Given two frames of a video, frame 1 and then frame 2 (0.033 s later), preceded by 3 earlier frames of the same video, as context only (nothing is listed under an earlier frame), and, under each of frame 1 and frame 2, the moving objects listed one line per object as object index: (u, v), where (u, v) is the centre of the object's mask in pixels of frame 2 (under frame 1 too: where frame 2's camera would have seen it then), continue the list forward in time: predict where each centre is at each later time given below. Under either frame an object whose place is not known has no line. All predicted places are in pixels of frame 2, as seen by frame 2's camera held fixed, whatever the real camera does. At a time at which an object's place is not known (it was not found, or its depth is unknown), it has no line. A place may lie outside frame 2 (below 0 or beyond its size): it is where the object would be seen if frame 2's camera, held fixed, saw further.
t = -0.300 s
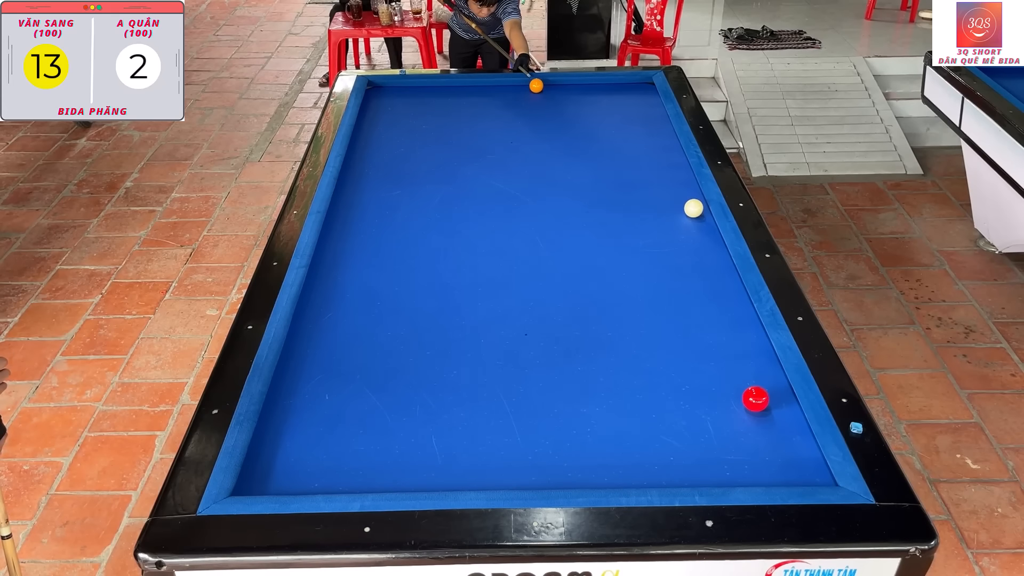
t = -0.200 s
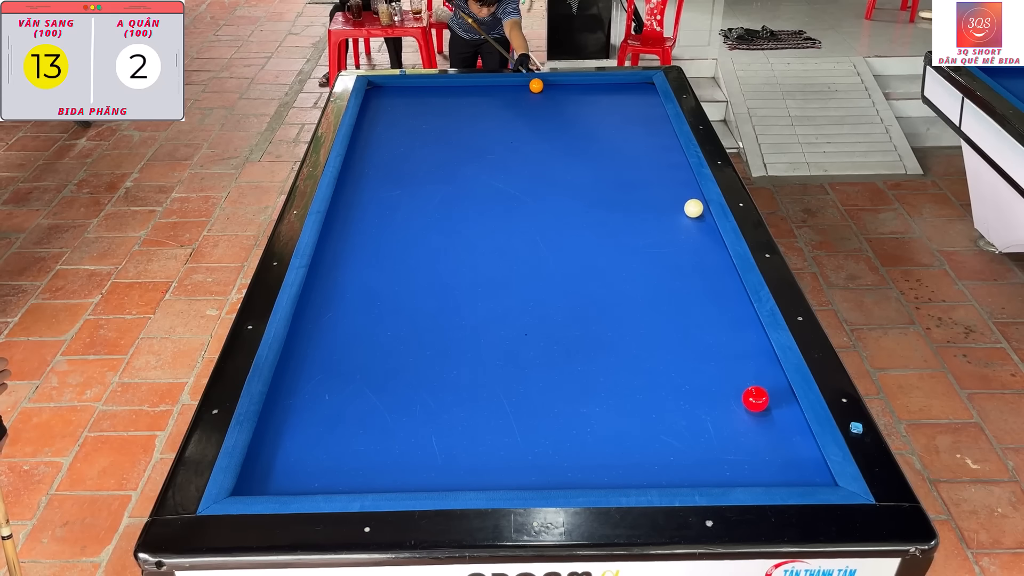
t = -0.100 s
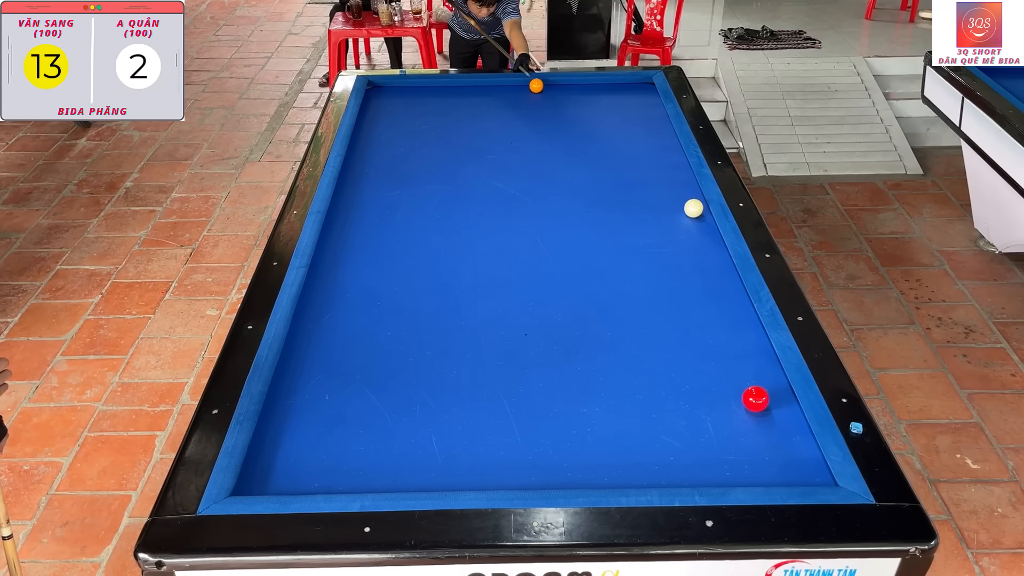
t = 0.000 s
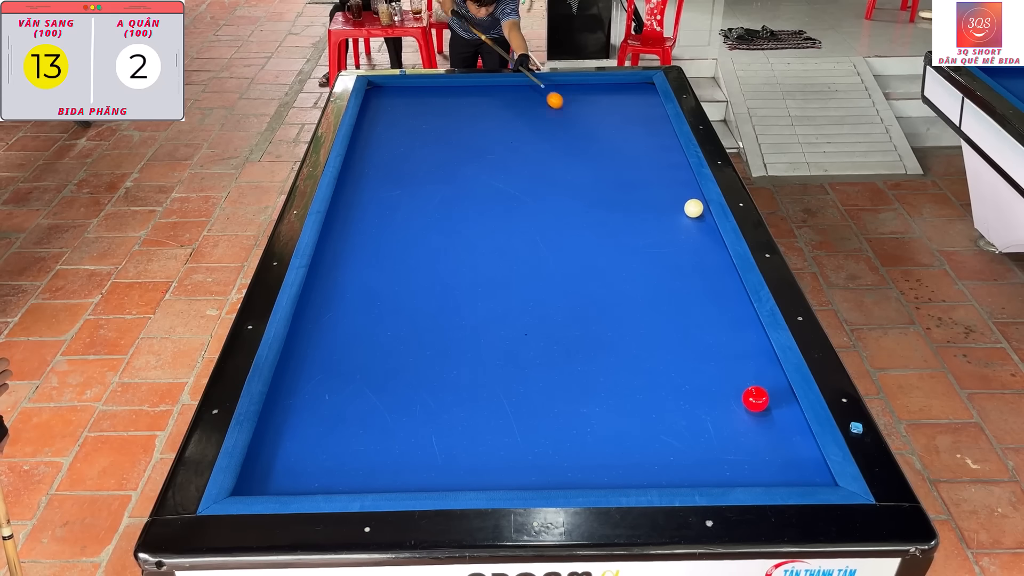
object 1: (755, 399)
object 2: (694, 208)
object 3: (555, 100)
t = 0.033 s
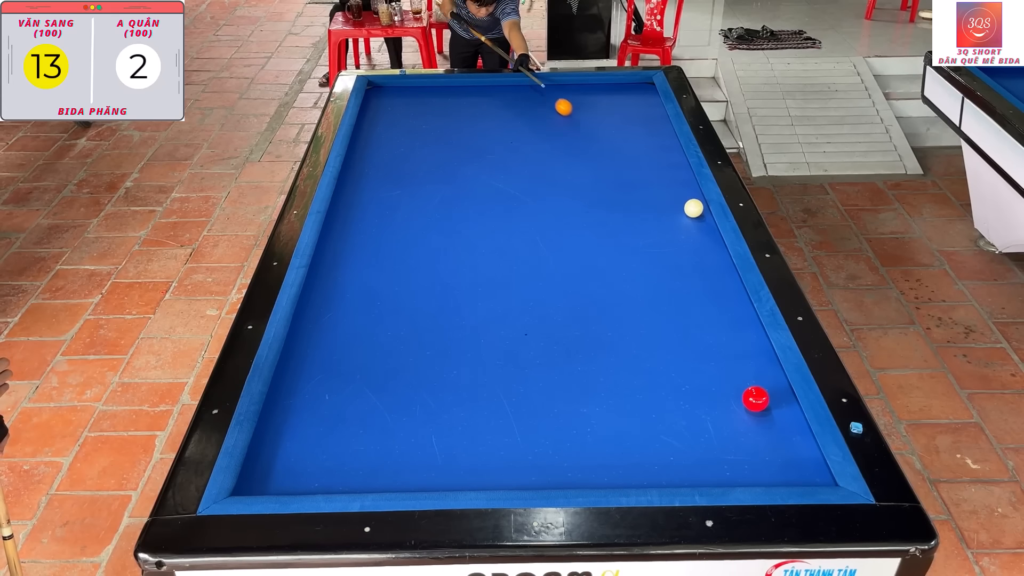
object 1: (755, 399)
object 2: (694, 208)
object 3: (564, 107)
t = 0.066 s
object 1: (755, 399)
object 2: (693, 208)
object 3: (572, 114)
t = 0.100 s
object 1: (755, 399)
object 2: (693, 208)
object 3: (582, 122)
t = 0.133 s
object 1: (755, 399)
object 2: (693, 208)
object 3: (592, 129)
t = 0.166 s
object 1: (755, 399)
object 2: (694, 208)
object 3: (602, 137)
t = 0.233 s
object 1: (755, 399)
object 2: (694, 208)
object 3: (623, 154)
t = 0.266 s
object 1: (755, 399)
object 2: (694, 208)
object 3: (634, 163)
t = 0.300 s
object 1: (755, 399)
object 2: (694, 208)
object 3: (646, 172)
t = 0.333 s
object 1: (755, 399)
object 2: (693, 208)
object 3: (659, 181)
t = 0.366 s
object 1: (755, 399)
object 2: (693, 208)
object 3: (671, 191)
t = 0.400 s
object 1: (755, 399)
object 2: (696, 210)
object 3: (682, 199)
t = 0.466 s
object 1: (755, 399)
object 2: (700, 230)
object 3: (685, 201)
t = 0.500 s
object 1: (755, 399)
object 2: (696, 239)
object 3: (686, 202)
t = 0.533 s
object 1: (755, 399)
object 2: (691, 249)
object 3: (687, 203)
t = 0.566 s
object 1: (755, 399)
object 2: (687, 260)
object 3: (689, 205)
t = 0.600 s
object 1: (755, 399)
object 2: (683, 270)
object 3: (691, 206)
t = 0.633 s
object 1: (755, 399)
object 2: (678, 280)
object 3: (693, 208)
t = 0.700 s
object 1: (755, 399)
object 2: (668, 302)
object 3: (697, 211)
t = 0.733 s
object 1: (755, 399)
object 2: (664, 312)
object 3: (700, 213)
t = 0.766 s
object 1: (755, 399)
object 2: (659, 323)
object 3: (703, 216)
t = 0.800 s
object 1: (755, 399)
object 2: (654, 334)
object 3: (703, 218)
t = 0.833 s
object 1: (755, 399)
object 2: (649, 346)
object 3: (702, 220)
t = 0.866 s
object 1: (755, 399)
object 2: (644, 357)
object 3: (702, 223)
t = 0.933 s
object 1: (755, 399)
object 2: (633, 380)
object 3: (703, 229)
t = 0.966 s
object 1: (755, 399)
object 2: (628, 391)
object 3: (704, 232)
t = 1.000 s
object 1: (755, 399)
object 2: (622, 404)
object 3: (704, 235)
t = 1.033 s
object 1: (755, 399)
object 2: (616, 416)
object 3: (705, 238)
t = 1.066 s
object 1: (755, 399)
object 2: (610, 429)
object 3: (706, 241)
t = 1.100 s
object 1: (755, 399)
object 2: (604, 443)
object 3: (707, 244)
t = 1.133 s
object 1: (755, 399)
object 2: (598, 456)
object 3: (707, 247)
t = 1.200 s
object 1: (755, 399)
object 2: (584, 479)
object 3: (709, 254)
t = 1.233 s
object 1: (755, 399)
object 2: (575, 471)
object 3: (710, 257)
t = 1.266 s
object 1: (755, 399)
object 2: (567, 460)
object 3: (711, 260)
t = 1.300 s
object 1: (755, 399)
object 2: (558, 449)
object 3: (712, 263)
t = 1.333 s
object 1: (755, 399)
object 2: (550, 439)
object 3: (712, 267)
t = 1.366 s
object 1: (755, 399)
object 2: (542, 430)
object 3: (713, 270)
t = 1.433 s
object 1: (755, 399)
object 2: (528, 413)
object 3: (715, 277)
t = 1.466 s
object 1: (755, 399)
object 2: (521, 405)
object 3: (716, 281)
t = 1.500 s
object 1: (755, 399)
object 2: (514, 398)
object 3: (716, 284)
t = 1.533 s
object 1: (755, 399)
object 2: (507, 391)
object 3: (717, 288)
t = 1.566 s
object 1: (755, 399)
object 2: (500, 385)
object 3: (718, 291)
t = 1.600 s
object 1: (755, 399)
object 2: (494, 379)
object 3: (719, 295)
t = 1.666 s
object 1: (755, 399)
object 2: (481, 368)
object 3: (721, 302)
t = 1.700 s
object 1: (755, 399)
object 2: (475, 363)
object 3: (722, 306)
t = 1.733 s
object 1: (755, 399)
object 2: (469, 357)
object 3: (723, 310)
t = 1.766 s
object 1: (755, 399)
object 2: (463, 352)
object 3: (723, 314)
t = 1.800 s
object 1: (755, 399)
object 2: (457, 347)
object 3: (724, 318)
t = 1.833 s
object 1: (755, 399)
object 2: (452, 342)
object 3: (725, 321)
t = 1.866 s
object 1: (755, 399)
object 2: (446, 337)
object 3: (726, 325)
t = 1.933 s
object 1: (755, 399)
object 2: (435, 328)
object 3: (728, 333)
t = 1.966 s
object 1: (755, 399)
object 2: (430, 323)
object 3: (729, 337)
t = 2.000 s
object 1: (755, 399)
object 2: (425, 319)
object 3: (730, 342)
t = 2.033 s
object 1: (755, 399)
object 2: (419, 314)
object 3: (731, 346)
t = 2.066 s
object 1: (755, 399)
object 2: (414, 310)
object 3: (732, 350)
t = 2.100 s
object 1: (755, 399)
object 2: (409, 305)
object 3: (733, 354)
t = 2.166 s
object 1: (755, 399)
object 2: (400, 297)
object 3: (735, 363)
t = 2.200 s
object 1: (755, 399)
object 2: (395, 293)
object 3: (736, 367)
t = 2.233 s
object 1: (755, 399)
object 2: (390, 289)
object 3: (737, 371)
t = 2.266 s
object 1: (755, 399)
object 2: (385, 285)
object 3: (738, 376)
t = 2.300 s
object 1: (756, 399)
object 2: (381, 281)
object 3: (739, 380)
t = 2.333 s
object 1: (757, 400)
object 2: (377, 277)
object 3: (739, 384)
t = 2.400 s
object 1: (764, 407)
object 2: (368, 270)
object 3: (735, 386)
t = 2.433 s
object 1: (767, 410)
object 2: (364, 266)
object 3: (733, 388)
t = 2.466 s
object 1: (770, 413)
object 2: (359, 262)
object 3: (731, 390)
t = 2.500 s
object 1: (772, 416)
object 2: (355, 259)
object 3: (729, 392)
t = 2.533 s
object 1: (775, 418)
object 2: (351, 255)
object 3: (728, 394)
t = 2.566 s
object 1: (778, 421)
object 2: (347, 252)
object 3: (726, 395)
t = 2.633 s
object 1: (783, 426)
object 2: (339, 245)
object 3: (723, 399)
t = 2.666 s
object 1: (786, 429)
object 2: (335, 242)
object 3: (721, 401)
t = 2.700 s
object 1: (789, 432)
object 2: (331, 238)
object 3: (719, 403)
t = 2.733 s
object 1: (791, 434)
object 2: (329, 235)
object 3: (717, 404)
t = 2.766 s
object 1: (794, 437)
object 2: (333, 232)
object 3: (716, 406)
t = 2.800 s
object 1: (797, 440)
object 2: (337, 229)
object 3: (714, 408)
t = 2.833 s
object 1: (799, 443)
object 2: (341, 226)
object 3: (712, 410)
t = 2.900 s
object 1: (805, 448)
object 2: (348, 221)
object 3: (709, 413)
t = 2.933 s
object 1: (807, 451)
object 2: (351, 218)
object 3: (707, 415)
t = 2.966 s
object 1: (808, 453)
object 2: (354, 215)
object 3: (705, 417)
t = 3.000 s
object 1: (808, 456)
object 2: (357, 212)
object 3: (704, 418)
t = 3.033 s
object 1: (808, 458)
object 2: (360, 210)
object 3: (702, 420)
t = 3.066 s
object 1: (808, 461)
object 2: (363, 207)
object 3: (700, 422)
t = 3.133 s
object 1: (809, 466)
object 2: (369, 202)
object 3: (697, 425)
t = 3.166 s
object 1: (810, 469)
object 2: (371, 199)
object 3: (695, 427)
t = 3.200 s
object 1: (810, 471)
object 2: (374, 197)
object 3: (694, 429)
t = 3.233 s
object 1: (810, 473)
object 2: (377, 194)
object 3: (692, 430)
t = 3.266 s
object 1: (811, 475)
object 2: (380, 192)
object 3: (690, 432)
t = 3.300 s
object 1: (811, 476)
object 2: (382, 189)
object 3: (688, 434)
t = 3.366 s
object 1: (808, 474)
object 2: (387, 185)
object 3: (685, 437)
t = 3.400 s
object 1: (807, 474)
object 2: (390, 182)
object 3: (683, 439)
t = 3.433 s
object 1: (806, 472)
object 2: (393, 180)
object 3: (682, 440)
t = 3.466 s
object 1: (805, 471)
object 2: (395, 178)
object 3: (680, 442)
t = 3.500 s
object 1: (804, 470)
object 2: (398, 176)
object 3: (678, 444)
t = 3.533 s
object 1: (803, 469)
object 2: (400, 173)
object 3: (676, 446)
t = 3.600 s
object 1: (800, 466)
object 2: (405, 169)
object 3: (673, 449)
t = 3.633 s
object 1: (799, 465)
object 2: (407, 167)
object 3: (671, 451)
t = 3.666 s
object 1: (798, 463)
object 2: (410, 165)
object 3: (669, 452)
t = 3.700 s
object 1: (797, 462)
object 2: (412, 163)
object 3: (667, 454)
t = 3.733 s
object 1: (796, 461)
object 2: (414, 161)
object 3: (666, 455)
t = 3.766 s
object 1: (795, 460)
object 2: (416, 159)
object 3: (664, 457)
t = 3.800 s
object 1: (794, 458)
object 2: (419, 157)
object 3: (662, 458)
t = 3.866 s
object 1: (792, 456)
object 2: (423, 153)
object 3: (658, 462)
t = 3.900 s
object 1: (791, 455)
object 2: (425, 151)
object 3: (657, 463)
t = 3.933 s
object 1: (790, 454)
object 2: (427, 149)
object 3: (655, 465)
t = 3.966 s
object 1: (789, 453)
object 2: (429, 147)
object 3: (653, 466)
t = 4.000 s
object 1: (788, 452)
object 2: (431, 145)
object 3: (651, 468)
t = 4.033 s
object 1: (787, 451)
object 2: (433, 143)
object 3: (649, 470)
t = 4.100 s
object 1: (786, 448)
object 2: (437, 139)
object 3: (646, 473)
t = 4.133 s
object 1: (785, 447)
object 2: (439, 138)
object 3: (644, 474)
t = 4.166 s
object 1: (784, 447)
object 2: (441, 136)
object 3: (642, 475)
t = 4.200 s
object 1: (783, 445)
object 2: (443, 134)
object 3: (641, 476)
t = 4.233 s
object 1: (782, 444)
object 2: (445, 132)
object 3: (639, 477)
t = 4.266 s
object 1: (781, 443)
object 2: (447, 131)
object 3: (637, 478)
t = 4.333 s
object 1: (780, 442)
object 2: (451, 127)
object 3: (634, 478)
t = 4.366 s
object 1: (779, 441)
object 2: (452, 126)
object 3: (632, 478)
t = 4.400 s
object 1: (778, 440)
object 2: (454, 124)
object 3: (631, 477)
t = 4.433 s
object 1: (777, 439)
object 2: (456, 122)
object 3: (629, 477)
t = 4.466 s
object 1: (776, 438)
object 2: (458, 121)
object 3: (627, 476)
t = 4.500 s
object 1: (775, 437)
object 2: (459, 119)
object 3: (626, 476)
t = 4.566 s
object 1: (774, 436)
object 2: (463, 116)
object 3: (623, 475)
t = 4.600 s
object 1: (773, 435)
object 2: (465, 114)
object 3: (621, 474)
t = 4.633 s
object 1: (772, 434)
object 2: (466, 113)
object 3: (620, 473)
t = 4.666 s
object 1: (772, 434)
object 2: (468, 111)
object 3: (619, 473)
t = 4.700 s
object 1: (771, 433)
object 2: (470, 110)
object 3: (617, 472)
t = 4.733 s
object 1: (770, 432)
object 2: (471, 108)
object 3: (616, 471)
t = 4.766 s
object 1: (770, 431)
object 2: (473, 107)
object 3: (615, 471)
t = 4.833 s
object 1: (769, 430)
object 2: (476, 104)
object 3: (612, 469)
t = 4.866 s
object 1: (768, 429)
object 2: (477, 103)
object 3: (611, 468)
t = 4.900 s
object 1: (767, 429)
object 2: (479, 101)
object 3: (609, 468)
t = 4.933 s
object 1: (767, 428)
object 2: (480, 100)
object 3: (608, 467)
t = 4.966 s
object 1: (766, 427)
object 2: (482, 98)
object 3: (607, 466)
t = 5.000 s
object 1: (765, 427)
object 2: (484, 97)
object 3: (606, 466)
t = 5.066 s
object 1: (764, 426)
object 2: (487, 94)
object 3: (604, 464)
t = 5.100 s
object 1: (764, 425)
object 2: (488, 93)
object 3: (603, 464)
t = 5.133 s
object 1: (763, 425)
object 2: (489, 91)
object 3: (601, 463)
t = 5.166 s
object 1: (762, 424)
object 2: (491, 90)
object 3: (600, 462)
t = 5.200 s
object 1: (762, 424)
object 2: (492, 89)
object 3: (599, 462)
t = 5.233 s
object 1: (761, 423)
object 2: (494, 88)
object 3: (598, 462)
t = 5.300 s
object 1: (760, 422)
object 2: (496, 85)
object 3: (596, 460)
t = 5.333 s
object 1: (760, 422)
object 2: (498, 84)
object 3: (595, 460)
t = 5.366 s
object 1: (759, 421)
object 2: (499, 83)
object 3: (594, 459)
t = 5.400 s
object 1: (758, 421)
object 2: (501, 83)
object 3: (593, 459)
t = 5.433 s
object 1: (758, 421)
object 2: (503, 84)
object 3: (592, 458)
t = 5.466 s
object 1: (757, 420)
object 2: (505, 85)
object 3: (591, 458)
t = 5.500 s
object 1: (757, 420)
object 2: (507, 86)
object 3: (590, 457)
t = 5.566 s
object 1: (756, 419)
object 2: (511, 87)
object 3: (589, 457)
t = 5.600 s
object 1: (756, 419)
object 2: (513, 88)
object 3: (588, 456)
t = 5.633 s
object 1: (755, 418)
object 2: (515, 88)
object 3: (587, 456)
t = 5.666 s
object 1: (755, 418)
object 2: (517, 89)
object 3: (586, 455)
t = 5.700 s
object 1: (754, 418)
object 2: (519, 90)
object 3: (585, 455)
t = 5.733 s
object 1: (754, 418)
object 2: (521, 90)
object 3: (585, 455)
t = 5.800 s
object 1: (753, 417)
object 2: (524, 92)
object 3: (583, 454)
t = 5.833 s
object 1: (753, 417)
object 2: (526, 92)
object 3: (582, 454)
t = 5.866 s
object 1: (753, 416)
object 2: (528, 93)
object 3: (582, 453)
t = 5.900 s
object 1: (752, 416)
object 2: (530, 93)
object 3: (581, 453)
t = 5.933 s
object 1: (752, 416)
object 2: (532, 94)
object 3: (580, 453)
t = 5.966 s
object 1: (752, 416)
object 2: (534, 94)
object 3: (580, 452)
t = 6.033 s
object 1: (751, 415)
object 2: (538, 96)
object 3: (578, 452)
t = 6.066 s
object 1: (751, 415)
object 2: (540, 96)
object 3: (578, 451)
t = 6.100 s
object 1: (750, 415)
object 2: (542, 97)
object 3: (577, 451)
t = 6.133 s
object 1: (750, 415)
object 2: (543, 97)
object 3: (577, 451)
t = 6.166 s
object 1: (750, 415)
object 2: (545, 98)
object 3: (577, 450)
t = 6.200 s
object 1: (750, 414)
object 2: (547, 99)
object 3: (576, 450)
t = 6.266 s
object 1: (749, 414)
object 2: (551, 100)
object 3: (575, 449)
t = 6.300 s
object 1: (749, 414)
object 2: (553, 100)
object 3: (574, 449)
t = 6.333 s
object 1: (749, 414)
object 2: (555, 101)
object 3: (574, 449)
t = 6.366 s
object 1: (749, 414)
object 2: (557, 102)
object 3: (574, 449)
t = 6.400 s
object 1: (748, 414)
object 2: (559, 102)
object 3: (573, 448)
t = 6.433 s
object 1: (748, 414)
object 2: (561, 103)
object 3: (573, 448)
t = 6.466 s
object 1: (748, 414)
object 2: (562, 103)
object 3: (572, 448)
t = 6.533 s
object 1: (748, 414)
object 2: (566, 104)
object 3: (572, 447)
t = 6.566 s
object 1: (748, 413)
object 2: (568, 105)
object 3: (571, 447)
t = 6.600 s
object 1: (748, 413)
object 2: (570, 106)
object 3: (571, 447)
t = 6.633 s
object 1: (748, 413)
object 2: (572, 106)
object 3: (571, 447)
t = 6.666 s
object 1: (748, 413)
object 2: (574, 107)
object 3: (571, 447)
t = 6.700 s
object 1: (748, 413)
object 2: (575, 108)
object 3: (570, 446)
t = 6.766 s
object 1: (748, 413)
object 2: (579, 109)
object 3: (570, 446)
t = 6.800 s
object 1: (748, 413)
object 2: (581, 109)
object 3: (570, 446)
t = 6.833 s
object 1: (748, 413)
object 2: (583, 110)
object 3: (569, 446)
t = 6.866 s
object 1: (748, 413)
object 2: (585, 110)
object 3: (569, 445)
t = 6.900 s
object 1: (748, 413)
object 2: (586, 111)
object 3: (569, 445)
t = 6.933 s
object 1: (748, 413)
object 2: (588, 112)
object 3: (569, 445)
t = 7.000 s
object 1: (748, 413)
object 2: (592, 113)
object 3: (569, 445)
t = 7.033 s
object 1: (748, 413)
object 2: (594, 113)
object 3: (568, 445)
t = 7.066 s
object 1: (748, 413)
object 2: (596, 114)
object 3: (568, 445)
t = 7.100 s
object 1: (748, 413)
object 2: (597, 114)
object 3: (568, 445)
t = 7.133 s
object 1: (748, 413)
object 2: (599, 115)
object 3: (568, 445)
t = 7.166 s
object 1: (748, 413)
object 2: (601, 115)
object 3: (568, 445)
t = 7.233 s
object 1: (748, 413)
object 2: (605, 116)
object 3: (568, 445)
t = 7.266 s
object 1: (748, 413)
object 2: (607, 117)
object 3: (568, 445)
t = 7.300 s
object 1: (748, 413)
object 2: (608, 118)
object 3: (568, 445)
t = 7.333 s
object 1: (748, 413)
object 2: (610, 118)
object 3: (568, 445)
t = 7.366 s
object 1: (748, 413)
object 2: (612, 119)
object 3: (568, 445)
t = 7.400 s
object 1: (748, 413)
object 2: (614, 119)
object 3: (568, 445)
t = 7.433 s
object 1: (748, 413)
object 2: (616, 120)
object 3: (568, 445)
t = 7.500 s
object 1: (748, 413)
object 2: (619, 121)
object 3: (568, 445)
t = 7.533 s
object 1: (748, 413)
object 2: (621, 121)
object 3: (568, 445)
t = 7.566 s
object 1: (748, 413)
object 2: (623, 122)
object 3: (568, 445)
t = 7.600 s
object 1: (748, 413)
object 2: (625, 122)
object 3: (568, 445)
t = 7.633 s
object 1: (748, 413)
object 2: (626, 123)
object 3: (568, 445)
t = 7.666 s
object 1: (748, 413)
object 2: (628, 123)
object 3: (568, 445)
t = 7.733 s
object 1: (748, 413)
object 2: (632, 124)
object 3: (568, 444)
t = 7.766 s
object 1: (748, 413)
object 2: (634, 125)
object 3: (568, 445)
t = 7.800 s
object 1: (748, 413)
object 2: (635, 125)
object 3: (568, 445)
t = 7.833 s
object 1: (748, 413)
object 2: (637, 126)
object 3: (568, 445)
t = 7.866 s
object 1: (748, 413)
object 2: (639, 126)
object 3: (568, 445)
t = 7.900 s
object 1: (748, 413)
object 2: (641, 127)
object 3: (568, 445)
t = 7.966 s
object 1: (748, 413)
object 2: (644, 128)
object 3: (568, 445)
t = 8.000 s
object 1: (748, 413)
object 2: (646, 128)
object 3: (568, 445)
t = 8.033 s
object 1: (748, 413)
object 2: (647, 129)
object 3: (568, 445)
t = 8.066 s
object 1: (748, 413)
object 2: (649, 129)
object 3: (568, 445)
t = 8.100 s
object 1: (748, 413)
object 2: (651, 130)
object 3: (568, 445)
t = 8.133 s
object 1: (748, 413)
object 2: (652, 130)
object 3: (568, 445)
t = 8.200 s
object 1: (748, 413)
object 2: (656, 132)
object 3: (568, 445)
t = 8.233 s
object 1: (748, 413)
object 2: (657, 132)
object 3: (568, 445)
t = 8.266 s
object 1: (748, 413)
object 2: (659, 132)
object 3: (568, 445)
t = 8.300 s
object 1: (748, 413)
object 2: (661, 133)
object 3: (568, 444)
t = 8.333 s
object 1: (748, 413)
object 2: (663, 133)
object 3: (568, 444)
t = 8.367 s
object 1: (748, 413)
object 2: (664, 134)
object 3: (568, 445)
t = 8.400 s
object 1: (748, 413)
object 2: (666, 134)
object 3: (568, 445)
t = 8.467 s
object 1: (748, 413)
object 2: (669, 135)
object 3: (568, 445)
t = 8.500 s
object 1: (748, 413)
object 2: (668, 136)
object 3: (568, 444)
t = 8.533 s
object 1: (748, 413)
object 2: (668, 136)
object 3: (568, 445)
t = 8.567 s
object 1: (748, 413)
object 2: (667, 137)
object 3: (568, 444)
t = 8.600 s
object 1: (748, 413)
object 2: (667, 137)
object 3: (568, 444)
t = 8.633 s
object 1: (748, 413)
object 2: (666, 138)
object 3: (568, 444)
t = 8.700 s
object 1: (748, 413)
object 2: (665, 139)
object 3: (568, 444)
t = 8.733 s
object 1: (748, 413)
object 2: (664, 139)
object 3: (568, 444)
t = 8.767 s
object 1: (748, 413)
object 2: (664, 140)
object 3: (568, 444)
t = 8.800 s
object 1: (748, 413)
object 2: (663, 140)
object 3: (568, 444)
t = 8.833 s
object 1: (748, 413)
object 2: (663, 140)
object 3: (568, 444)
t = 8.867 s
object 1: (748, 413)
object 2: (662, 141)
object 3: (568, 444)
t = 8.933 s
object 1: (748, 413)
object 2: (661, 142)
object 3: (568, 444)
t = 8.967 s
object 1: (748, 413)
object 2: (660, 142)
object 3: (568, 444)
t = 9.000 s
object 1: (748, 413)
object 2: (660, 143)
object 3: (568, 444)
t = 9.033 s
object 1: (748, 413)
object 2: (659, 143)
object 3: (568, 444)
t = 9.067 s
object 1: (748, 413)
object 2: (659, 143)
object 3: (568, 444)
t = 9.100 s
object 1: (748, 413)
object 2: (658, 144)
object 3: (568, 444)
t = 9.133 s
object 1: (748, 413)
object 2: (658, 144)
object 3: (568, 444)
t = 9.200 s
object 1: (748, 413)
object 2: (657, 145)
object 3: (568, 444)
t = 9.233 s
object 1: (748, 413)
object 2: (656, 146)
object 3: (568, 444)
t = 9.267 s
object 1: (748, 413)
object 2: (656, 146)
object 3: (568, 444)
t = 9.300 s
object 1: (748, 413)
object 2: (655, 146)
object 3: (568, 444)
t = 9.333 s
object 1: (748, 413)
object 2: (655, 147)
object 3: (568, 444)
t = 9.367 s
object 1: (748, 413)
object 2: (654, 147)
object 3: (568, 444)
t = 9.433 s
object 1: (748, 413)
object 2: (653, 148)
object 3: (568, 444)
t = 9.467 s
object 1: (748, 413)
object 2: (653, 148)
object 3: (568, 444)
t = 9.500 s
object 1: (748, 413)
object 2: (652, 149)
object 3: (568, 444)
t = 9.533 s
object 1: (748, 413)
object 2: (652, 149)
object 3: (568, 444)
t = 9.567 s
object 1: (748, 413)
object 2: (652, 149)
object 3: (568, 444)
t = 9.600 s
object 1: (748, 413)
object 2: (651, 150)
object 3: (568, 444)
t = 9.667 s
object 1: (748, 413)
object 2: (650, 151)
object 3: (568, 444)
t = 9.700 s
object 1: (748, 413)
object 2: (650, 151)
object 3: (568, 444)
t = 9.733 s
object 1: (748, 413)
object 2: (649, 151)
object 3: (568, 444)
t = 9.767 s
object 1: (748, 413)
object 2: (649, 152)
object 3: (568, 444)
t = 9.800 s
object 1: (748, 413)
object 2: (649, 152)
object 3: (568, 445)
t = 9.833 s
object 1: (748, 413)
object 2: (648, 152)
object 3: (568, 444)
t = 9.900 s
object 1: (748, 413)
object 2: (647, 153)
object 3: (568, 444)
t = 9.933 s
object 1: (748, 413)
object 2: (647, 153)
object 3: (568, 444)
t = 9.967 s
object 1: (748, 413)
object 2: (647, 154)
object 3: (568, 444)
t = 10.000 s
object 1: (748, 413)
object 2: (646, 154)
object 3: (568, 444)
